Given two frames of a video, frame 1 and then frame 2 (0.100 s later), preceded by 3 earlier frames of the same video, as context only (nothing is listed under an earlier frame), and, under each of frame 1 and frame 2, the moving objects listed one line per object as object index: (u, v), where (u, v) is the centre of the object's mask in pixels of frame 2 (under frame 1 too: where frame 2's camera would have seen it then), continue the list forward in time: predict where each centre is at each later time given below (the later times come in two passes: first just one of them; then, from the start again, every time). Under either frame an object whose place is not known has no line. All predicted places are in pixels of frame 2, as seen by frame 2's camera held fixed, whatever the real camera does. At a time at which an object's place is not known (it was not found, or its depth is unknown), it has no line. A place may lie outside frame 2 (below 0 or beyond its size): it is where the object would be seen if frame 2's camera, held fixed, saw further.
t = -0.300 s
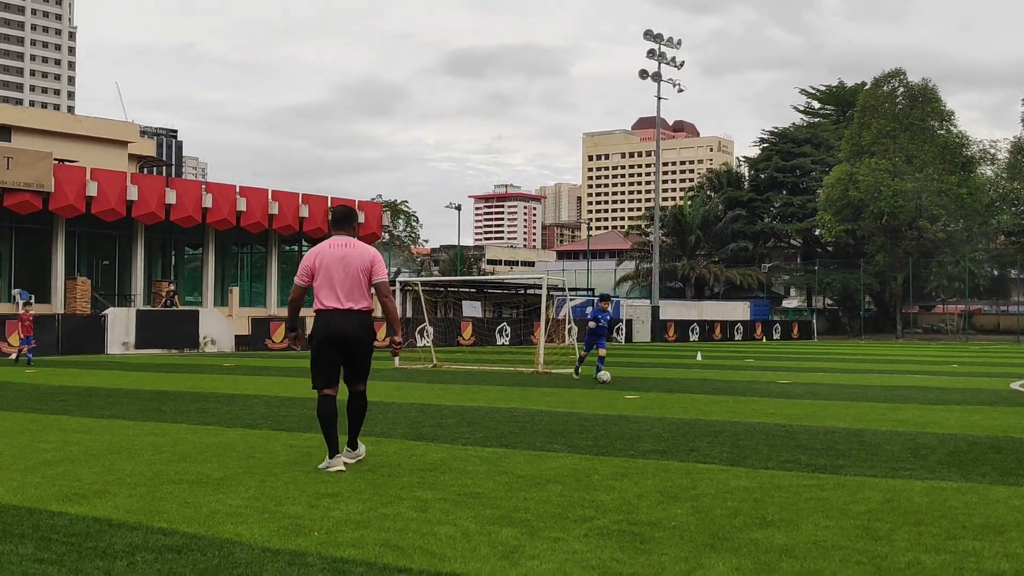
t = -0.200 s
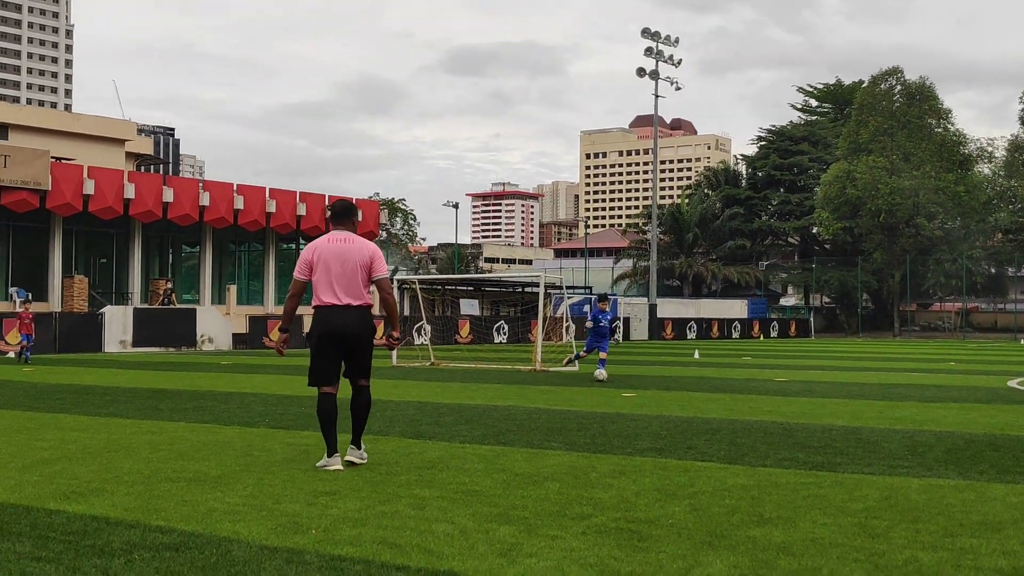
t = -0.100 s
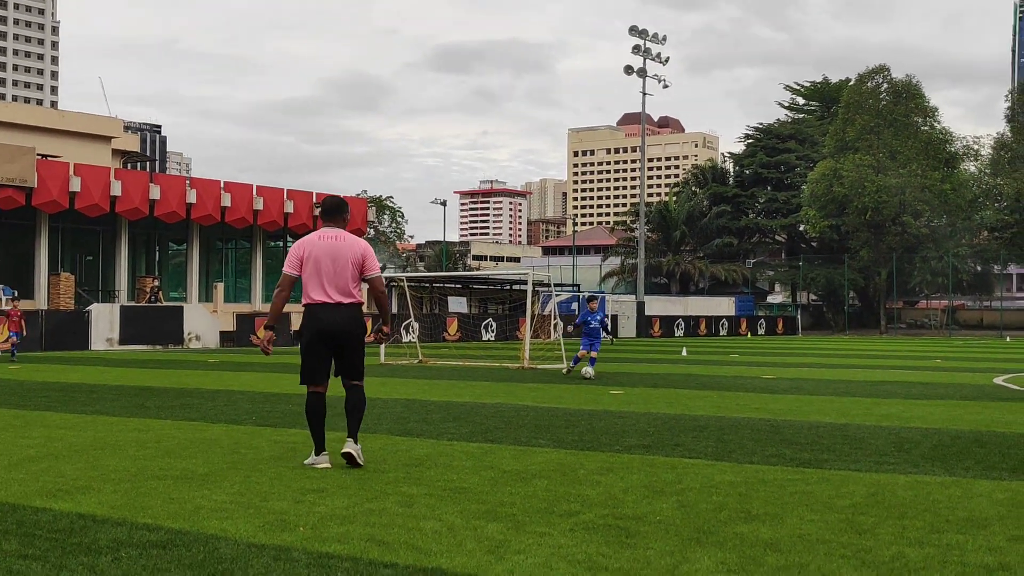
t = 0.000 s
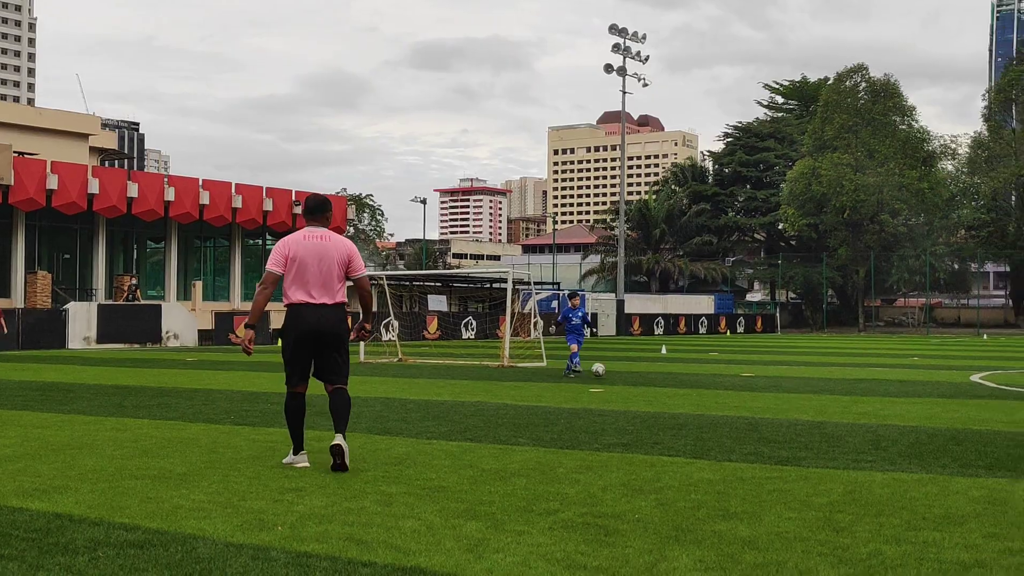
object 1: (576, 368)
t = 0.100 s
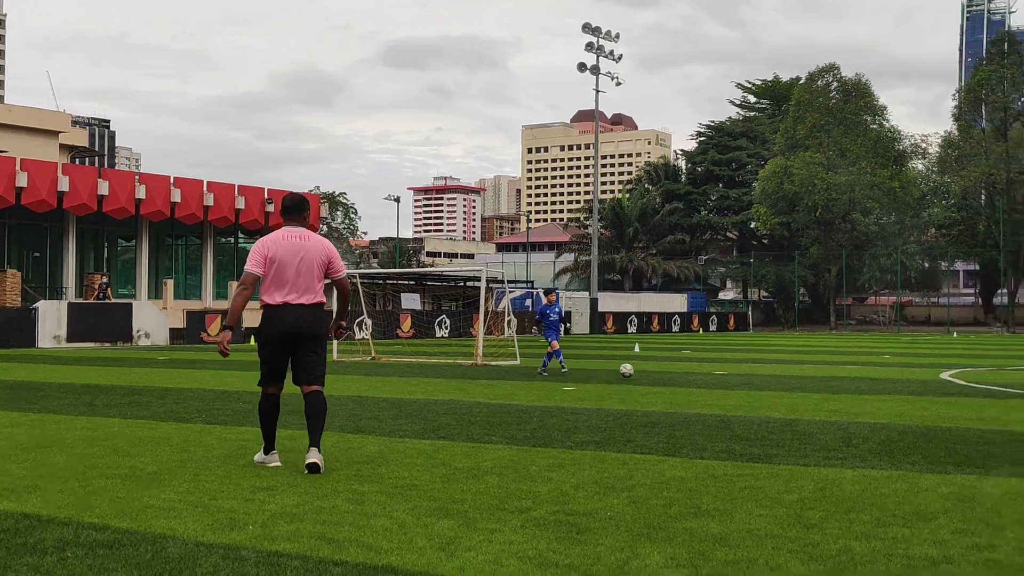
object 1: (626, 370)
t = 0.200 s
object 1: (677, 374)
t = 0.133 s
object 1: (644, 373)
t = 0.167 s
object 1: (661, 375)
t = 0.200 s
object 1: (677, 374)
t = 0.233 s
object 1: (692, 373)
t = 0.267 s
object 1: (708, 373)
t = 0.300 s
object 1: (723, 374)
